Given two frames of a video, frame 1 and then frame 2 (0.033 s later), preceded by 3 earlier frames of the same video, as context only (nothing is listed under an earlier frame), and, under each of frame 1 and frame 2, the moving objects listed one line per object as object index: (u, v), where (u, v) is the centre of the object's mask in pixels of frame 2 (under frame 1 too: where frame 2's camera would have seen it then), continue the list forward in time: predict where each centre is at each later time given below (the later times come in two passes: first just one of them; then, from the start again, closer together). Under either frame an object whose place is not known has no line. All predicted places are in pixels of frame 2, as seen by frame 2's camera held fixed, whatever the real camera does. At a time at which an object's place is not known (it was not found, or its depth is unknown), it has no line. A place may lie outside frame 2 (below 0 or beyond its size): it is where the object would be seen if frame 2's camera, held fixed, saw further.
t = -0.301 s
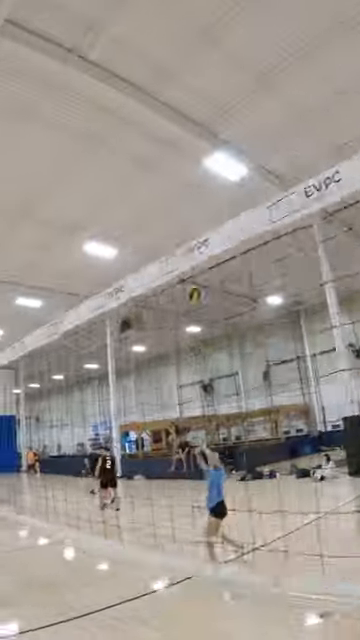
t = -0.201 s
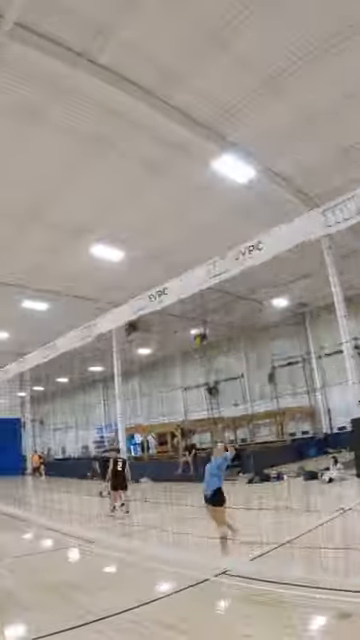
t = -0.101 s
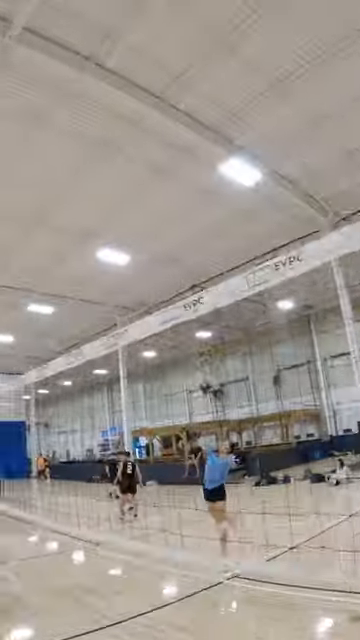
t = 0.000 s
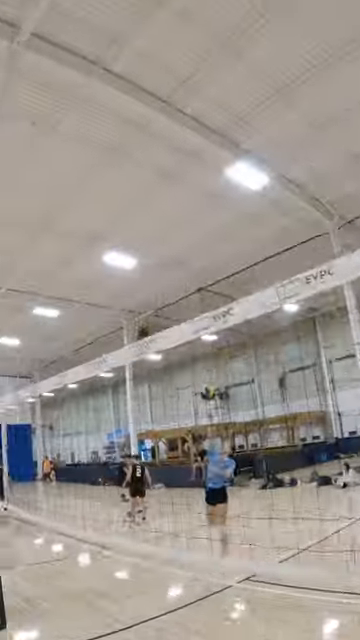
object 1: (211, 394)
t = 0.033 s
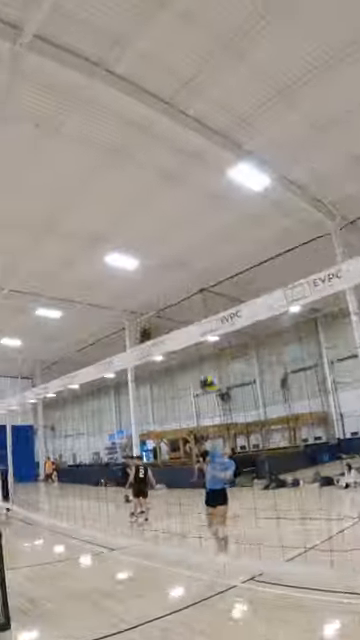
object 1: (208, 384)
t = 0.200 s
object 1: (190, 329)
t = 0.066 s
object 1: (204, 374)
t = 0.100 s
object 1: (199, 361)
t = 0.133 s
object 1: (196, 355)
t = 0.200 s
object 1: (190, 329)
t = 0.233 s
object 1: (184, 320)
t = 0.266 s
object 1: (179, 310)
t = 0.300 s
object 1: (174, 301)
